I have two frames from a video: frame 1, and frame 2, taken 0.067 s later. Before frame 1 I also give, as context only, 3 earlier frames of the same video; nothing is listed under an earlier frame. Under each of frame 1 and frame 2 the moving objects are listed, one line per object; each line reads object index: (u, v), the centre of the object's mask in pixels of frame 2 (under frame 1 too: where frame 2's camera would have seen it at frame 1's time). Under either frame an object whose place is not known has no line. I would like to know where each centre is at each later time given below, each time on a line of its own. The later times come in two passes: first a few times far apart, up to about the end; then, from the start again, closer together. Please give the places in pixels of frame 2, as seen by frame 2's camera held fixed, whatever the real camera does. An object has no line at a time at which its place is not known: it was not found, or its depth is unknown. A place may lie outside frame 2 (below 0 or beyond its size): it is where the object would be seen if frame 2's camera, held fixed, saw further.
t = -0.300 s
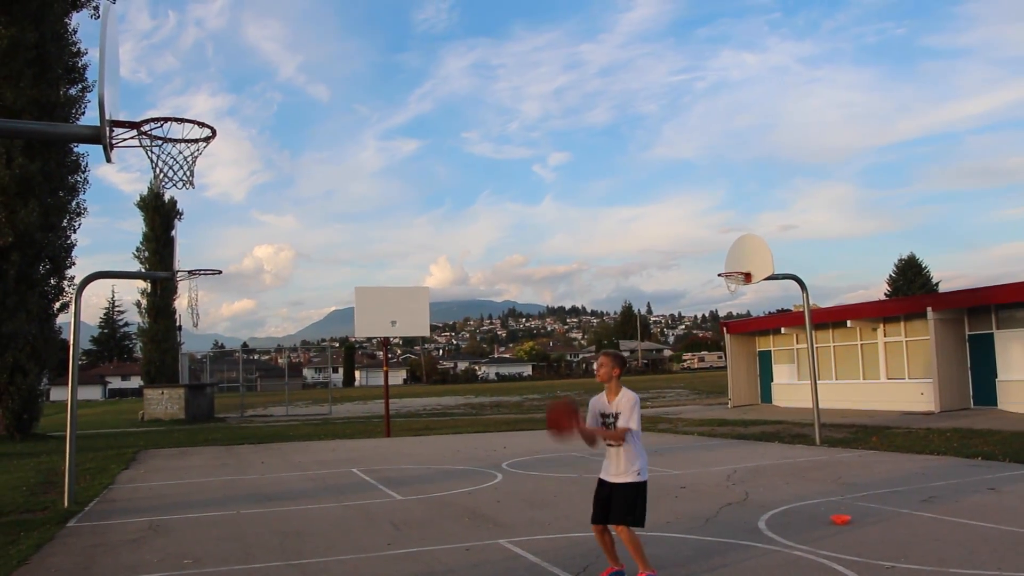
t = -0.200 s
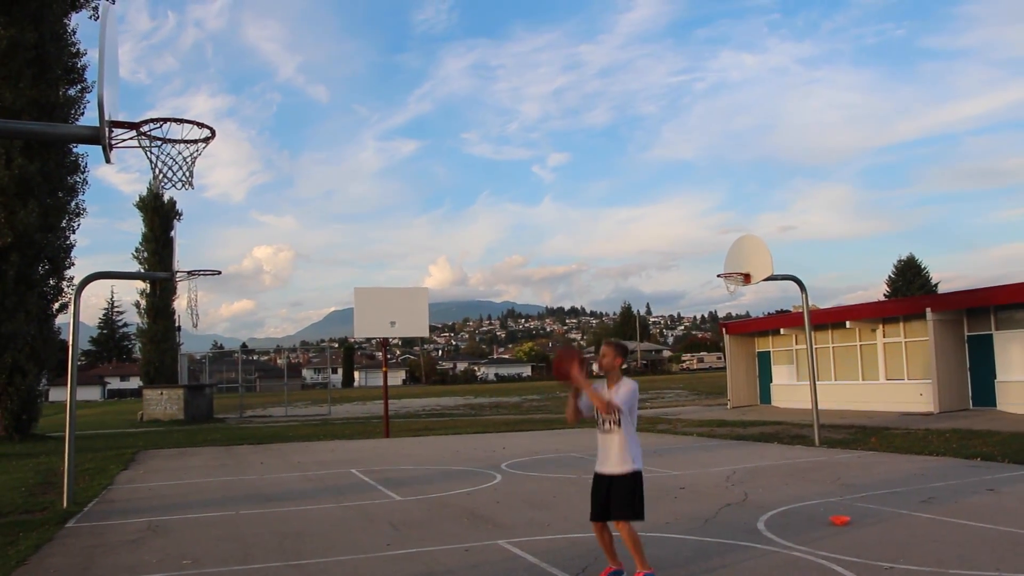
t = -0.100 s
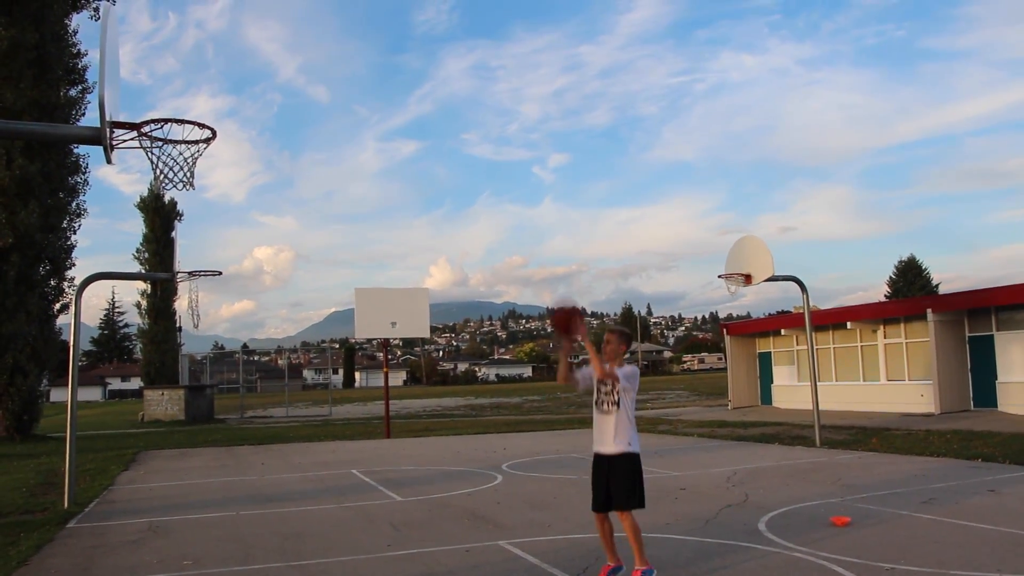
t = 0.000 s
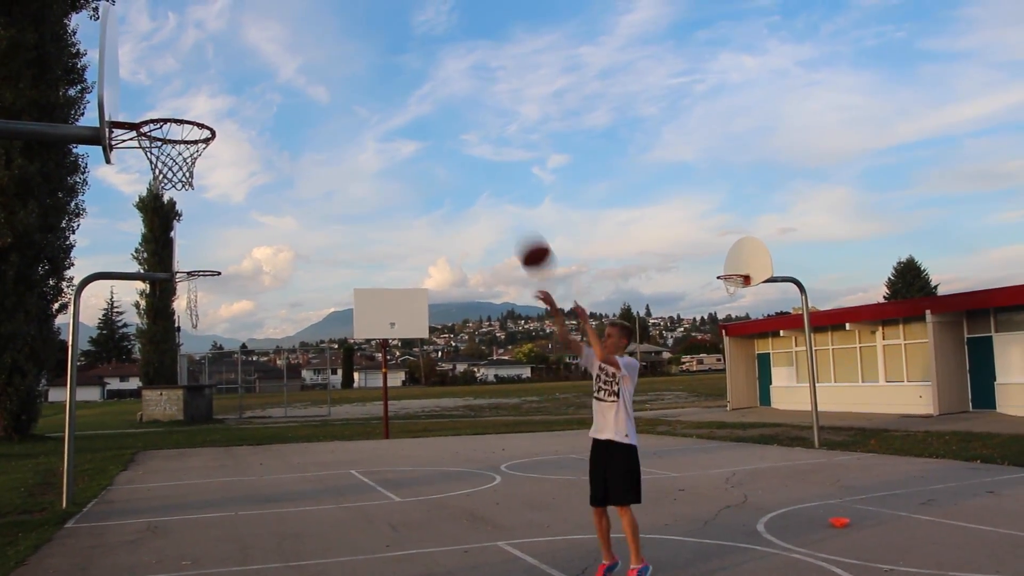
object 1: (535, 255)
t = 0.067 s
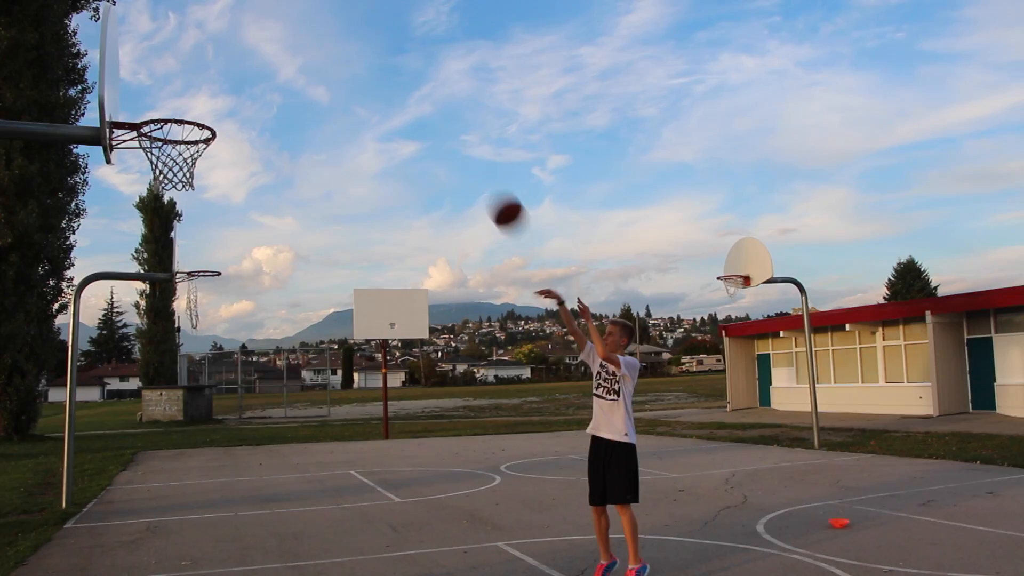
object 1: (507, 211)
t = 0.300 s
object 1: (409, 109)
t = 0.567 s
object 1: (295, 80)
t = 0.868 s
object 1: (206, 104)
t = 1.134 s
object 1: (176, 149)
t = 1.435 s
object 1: (147, 246)
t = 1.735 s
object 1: (124, 489)
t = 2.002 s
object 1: (115, 513)
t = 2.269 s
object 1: (116, 352)
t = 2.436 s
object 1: (118, 310)
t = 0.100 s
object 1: (494, 192)
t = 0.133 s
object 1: (479, 175)
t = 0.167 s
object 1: (465, 159)
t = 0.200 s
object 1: (451, 144)
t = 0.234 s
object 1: (437, 131)
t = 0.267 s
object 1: (424, 119)
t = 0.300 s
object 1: (409, 109)
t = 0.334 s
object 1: (395, 100)
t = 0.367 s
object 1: (381, 92)
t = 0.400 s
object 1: (366, 86)
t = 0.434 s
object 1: (353, 82)
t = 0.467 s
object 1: (338, 79)
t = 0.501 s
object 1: (324, 78)
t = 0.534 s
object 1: (309, 78)
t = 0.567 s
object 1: (295, 80)
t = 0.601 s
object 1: (280, 83)
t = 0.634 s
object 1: (265, 88)
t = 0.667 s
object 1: (249, 95)
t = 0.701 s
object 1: (235, 103)
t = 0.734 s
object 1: (219, 113)
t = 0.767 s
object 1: (214, 111)
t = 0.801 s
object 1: (211, 107)
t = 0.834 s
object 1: (208, 105)
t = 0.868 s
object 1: (206, 104)
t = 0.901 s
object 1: (203, 105)
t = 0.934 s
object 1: (200, 106)
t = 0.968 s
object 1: (197, 110)
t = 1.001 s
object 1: (194, 116)
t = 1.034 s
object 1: (191, 124)
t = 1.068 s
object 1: (187, 132)
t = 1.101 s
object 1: (181, 139)
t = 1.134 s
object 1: (176, 149)
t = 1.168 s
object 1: (170, 160)
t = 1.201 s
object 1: (165, 170)
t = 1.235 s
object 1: (161, 176)
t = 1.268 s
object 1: (159, 183)
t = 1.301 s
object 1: (157, 192)
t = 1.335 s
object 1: (155, 202)
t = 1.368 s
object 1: (154, 213)
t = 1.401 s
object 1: (150, 228)
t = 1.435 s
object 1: (147, 246)
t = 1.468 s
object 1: (144, 262)
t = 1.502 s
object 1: (142, 283)
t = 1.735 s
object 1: (124, 489)
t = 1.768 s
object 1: (121, 528)
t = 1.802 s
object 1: (120, 556)
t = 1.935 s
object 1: (115, 559)
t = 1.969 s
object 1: (114, 541)
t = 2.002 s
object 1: (115, 513)
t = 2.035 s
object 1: (115, 486)
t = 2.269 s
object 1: (116, 352)
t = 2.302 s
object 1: (116, 339)
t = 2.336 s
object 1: (116, 329)
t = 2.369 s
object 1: (117, 320)
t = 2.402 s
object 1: (118, 314)
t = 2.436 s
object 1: (118, 310)
